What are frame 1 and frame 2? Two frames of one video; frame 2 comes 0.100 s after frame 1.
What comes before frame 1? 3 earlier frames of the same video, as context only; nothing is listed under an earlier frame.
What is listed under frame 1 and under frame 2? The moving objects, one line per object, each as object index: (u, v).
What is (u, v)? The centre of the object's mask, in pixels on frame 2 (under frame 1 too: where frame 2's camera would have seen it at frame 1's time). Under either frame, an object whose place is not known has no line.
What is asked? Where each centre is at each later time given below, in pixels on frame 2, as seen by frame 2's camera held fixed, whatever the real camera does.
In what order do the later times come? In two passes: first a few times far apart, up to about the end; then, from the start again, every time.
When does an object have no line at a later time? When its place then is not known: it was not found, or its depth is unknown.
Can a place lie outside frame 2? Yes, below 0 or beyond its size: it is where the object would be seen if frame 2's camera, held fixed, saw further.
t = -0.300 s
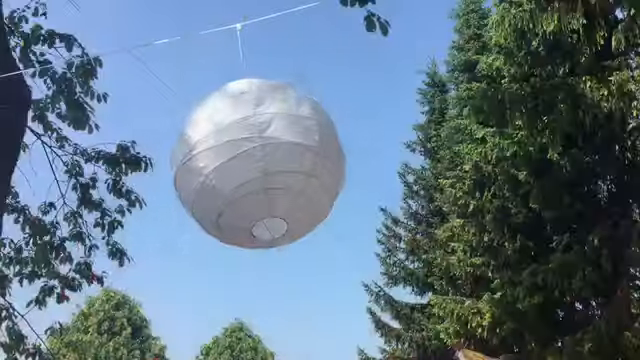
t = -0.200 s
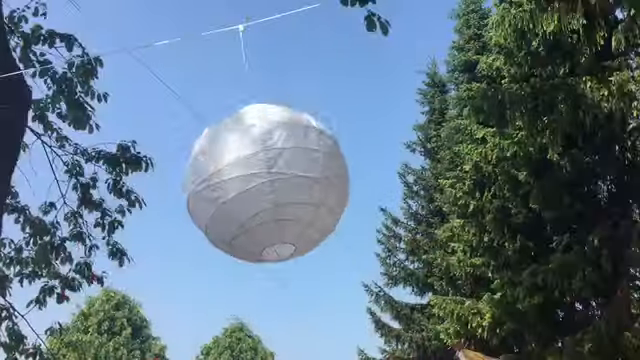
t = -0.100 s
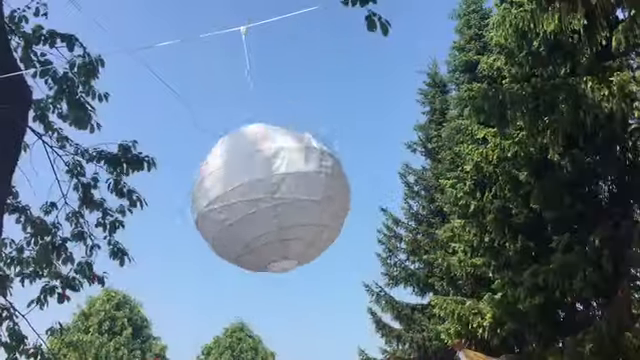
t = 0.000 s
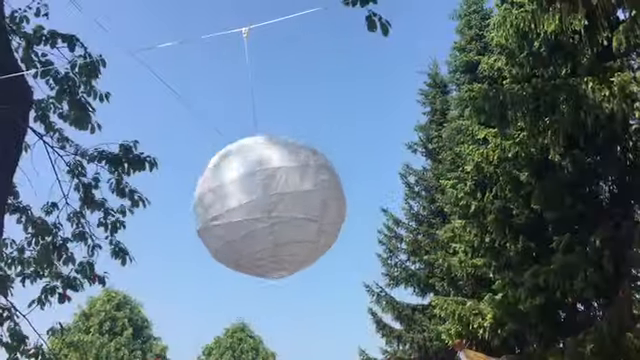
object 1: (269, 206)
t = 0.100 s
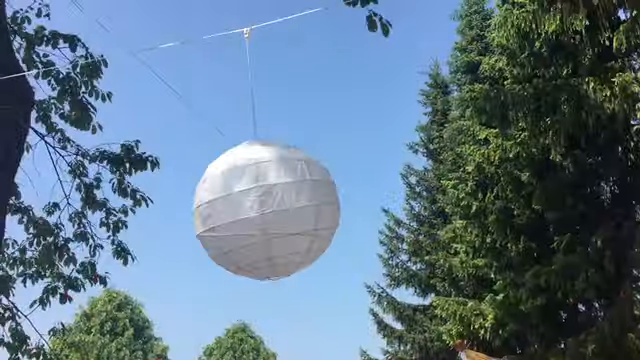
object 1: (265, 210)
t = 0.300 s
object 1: (253, 213)
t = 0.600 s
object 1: (230, 211)
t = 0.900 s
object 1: (212, 198)
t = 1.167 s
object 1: (218, 170)
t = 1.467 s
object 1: (246, 150)
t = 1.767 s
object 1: (266, 164)
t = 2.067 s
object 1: (259, 192)
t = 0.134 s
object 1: (264, 211)
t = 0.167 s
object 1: (262, 212)
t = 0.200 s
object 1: (260, 212)
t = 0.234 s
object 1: (258, 213)
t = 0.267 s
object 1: (256, 213)
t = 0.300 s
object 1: (253, 213)
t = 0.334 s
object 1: (252, 213)
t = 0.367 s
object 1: (249, 212)
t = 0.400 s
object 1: (246, 212)
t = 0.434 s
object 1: (244, 212)
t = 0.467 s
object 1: (241, 212)
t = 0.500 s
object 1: (238, 212)
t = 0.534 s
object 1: (235, 212)
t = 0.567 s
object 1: (233, 212)
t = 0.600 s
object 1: (230, 211)
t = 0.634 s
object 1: (228, 211)
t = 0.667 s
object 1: (226, 210)
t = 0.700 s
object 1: (223, 209)
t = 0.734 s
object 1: (221, 207)
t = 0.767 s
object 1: (219, 206)
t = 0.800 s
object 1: (217, 205)
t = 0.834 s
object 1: (215, 202)
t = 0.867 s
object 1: (213, 200)
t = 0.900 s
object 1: (212, 198)
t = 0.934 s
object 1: (212, 195)
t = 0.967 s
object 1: (211, 192)
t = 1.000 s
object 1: (211, 189)
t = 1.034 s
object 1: (212, 185)
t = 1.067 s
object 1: (212, 182)
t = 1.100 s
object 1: (214, 178)
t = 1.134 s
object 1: (216, 174)
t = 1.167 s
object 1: (218, 170)
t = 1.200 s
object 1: (220, 167)
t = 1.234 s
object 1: (223, 163)
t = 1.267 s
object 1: (226, 161)
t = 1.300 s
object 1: (230, 158)
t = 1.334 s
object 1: (233, 155)
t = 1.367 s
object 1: (236, 153)
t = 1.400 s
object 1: (239, 152)
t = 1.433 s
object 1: (243, 150)
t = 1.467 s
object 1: (246, 150)
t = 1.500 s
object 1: (249, 150)
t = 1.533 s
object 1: (252, 150)
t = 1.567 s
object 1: (255, 150)
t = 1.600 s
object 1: (258, 151)
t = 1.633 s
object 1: (261, 153)
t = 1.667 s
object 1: (263, 156)
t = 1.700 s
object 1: (265, 158)
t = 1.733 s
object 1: (266, 161)
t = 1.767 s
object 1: (266, 164)
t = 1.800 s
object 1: (267, 167)
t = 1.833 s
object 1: (267, 170)
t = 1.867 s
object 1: (267, 173)
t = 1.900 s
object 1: (266, 176)
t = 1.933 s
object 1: (265, 179)
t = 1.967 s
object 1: (264, 183)
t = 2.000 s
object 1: (262, 186)
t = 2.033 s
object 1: (260, 189)
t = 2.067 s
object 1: (259, 192)
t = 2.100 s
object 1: (257, 196)
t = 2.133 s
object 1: (255, 199)
